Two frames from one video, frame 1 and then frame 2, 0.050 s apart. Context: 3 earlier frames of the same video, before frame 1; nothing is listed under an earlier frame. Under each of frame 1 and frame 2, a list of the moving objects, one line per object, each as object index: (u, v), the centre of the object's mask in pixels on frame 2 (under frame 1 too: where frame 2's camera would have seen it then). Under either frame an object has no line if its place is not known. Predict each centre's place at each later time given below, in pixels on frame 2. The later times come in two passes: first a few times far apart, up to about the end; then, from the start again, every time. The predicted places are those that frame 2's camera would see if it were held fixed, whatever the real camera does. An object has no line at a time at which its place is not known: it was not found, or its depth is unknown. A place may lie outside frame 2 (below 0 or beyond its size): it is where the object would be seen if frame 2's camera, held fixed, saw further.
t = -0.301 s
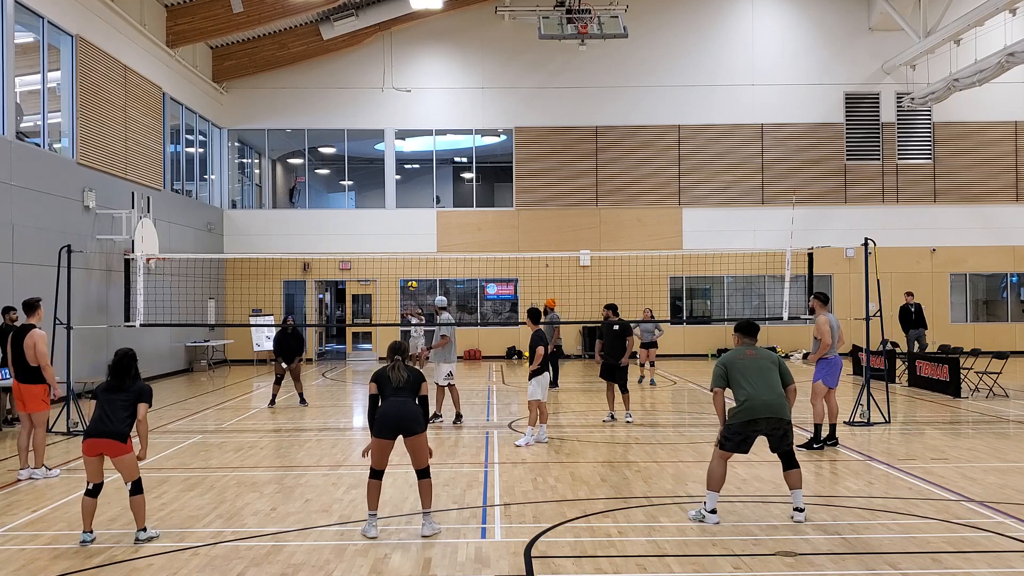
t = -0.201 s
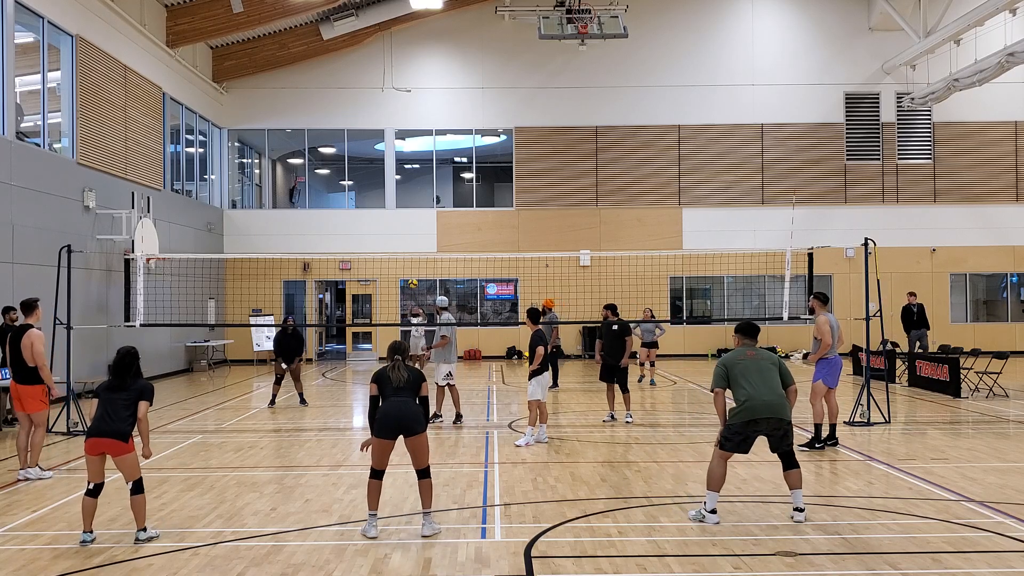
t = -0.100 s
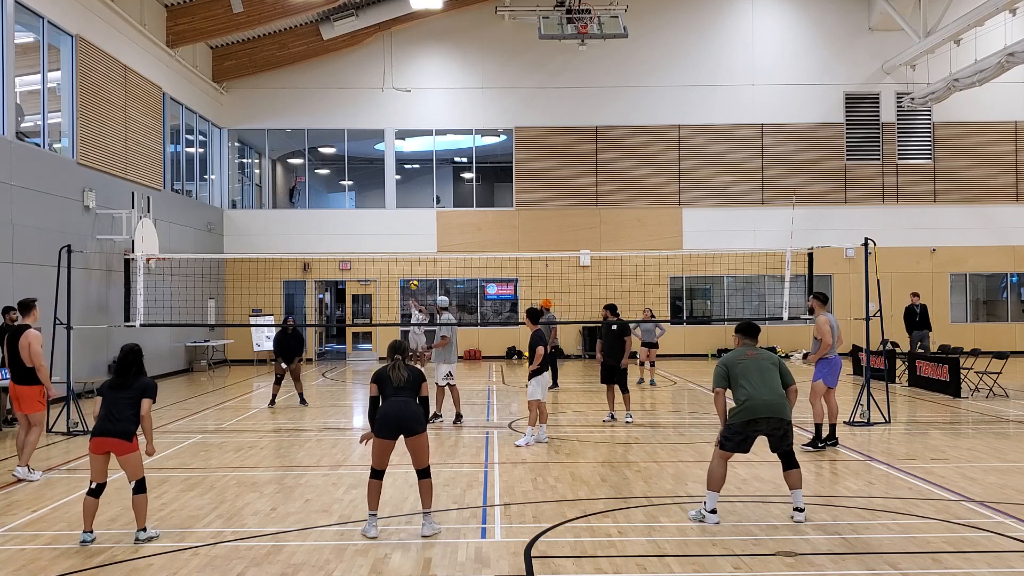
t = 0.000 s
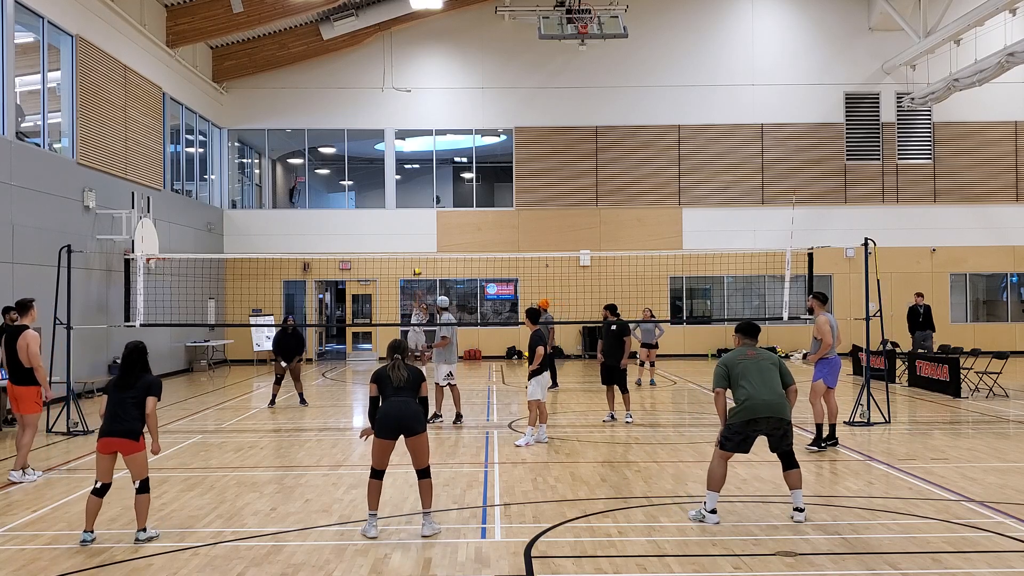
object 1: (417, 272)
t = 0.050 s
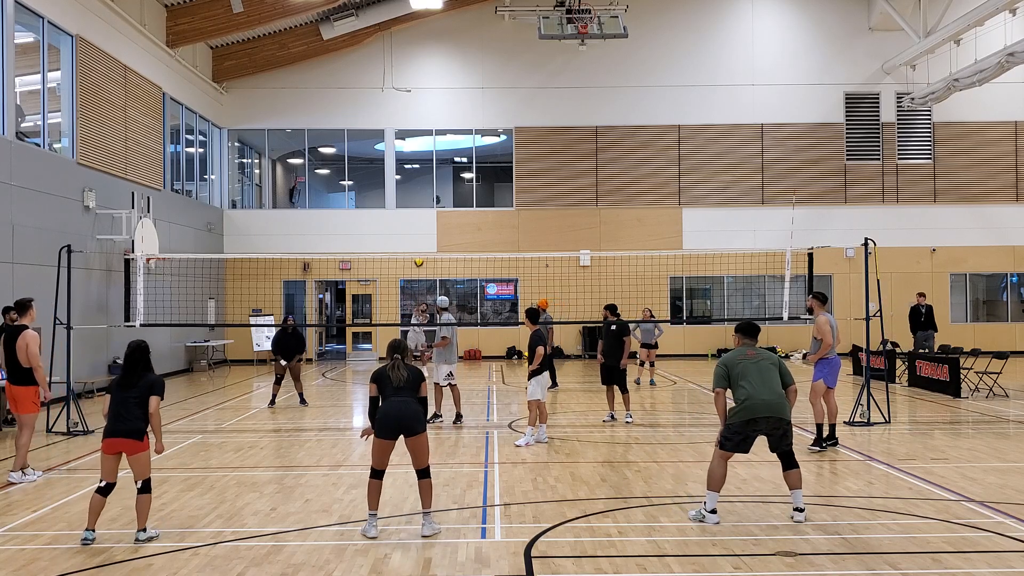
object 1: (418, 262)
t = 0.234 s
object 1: (423, 231)
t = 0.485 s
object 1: (429, 211)
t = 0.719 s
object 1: (436, 237)
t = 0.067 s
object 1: (419, 260)
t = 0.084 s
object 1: (420, 259)
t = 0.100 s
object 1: (420, 251)
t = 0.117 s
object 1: (421, 250)
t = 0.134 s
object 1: (421, 247)
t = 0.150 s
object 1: (421, 244)
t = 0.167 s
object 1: (422, 242)
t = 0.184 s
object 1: (422, 239)
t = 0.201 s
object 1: (422, 236)
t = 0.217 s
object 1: (422, 234)
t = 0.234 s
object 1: (423, 231)
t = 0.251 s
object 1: (423, 229)
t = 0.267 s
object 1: (423, 227)
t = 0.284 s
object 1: (423, 225)
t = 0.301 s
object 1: (423, 223)
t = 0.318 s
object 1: (424, 222)
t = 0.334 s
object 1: (424, 220)
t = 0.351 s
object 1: (424, 218)
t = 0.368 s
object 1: (425, 217)
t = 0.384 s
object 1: (426, 214)
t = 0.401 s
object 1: (426, 214)
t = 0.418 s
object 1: (427, 213)
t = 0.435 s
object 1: (427, 212)
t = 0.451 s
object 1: (428, 211)
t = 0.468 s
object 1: (428, 211)
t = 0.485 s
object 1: (429, 211)
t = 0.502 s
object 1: (429, 211)
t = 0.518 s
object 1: (430, 211)
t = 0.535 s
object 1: (430, 212)
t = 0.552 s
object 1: (430, 213)
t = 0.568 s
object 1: (431, 214)
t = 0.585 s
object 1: (431, 215)
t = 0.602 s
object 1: (432, 217)
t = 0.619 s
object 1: (432, 219)
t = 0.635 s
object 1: (432, 221)
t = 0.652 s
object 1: (433, 224)
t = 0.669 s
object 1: (434, 226)
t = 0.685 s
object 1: (435, 229)
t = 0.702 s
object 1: (435, 233)
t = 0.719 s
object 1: (436, 237)
